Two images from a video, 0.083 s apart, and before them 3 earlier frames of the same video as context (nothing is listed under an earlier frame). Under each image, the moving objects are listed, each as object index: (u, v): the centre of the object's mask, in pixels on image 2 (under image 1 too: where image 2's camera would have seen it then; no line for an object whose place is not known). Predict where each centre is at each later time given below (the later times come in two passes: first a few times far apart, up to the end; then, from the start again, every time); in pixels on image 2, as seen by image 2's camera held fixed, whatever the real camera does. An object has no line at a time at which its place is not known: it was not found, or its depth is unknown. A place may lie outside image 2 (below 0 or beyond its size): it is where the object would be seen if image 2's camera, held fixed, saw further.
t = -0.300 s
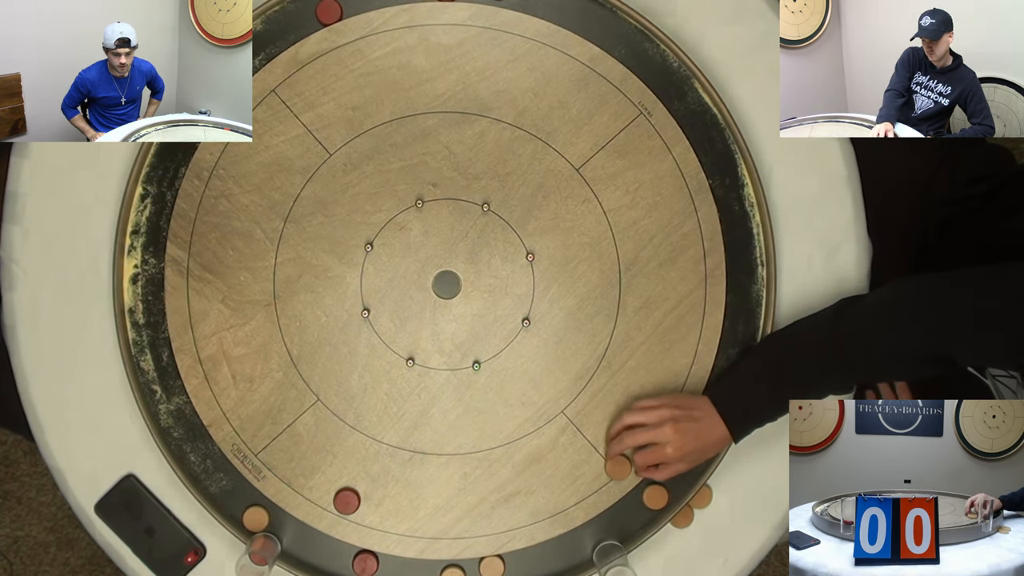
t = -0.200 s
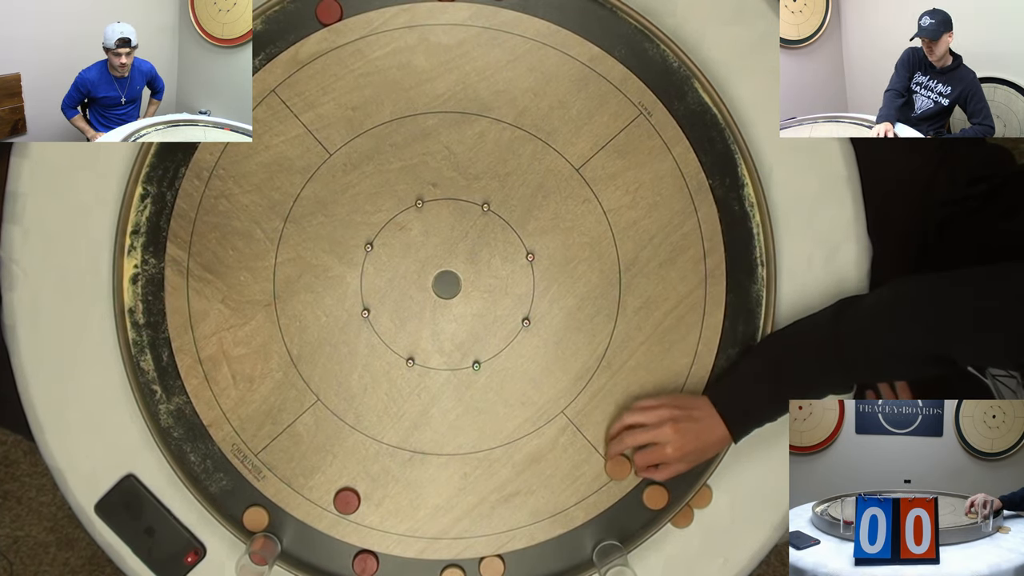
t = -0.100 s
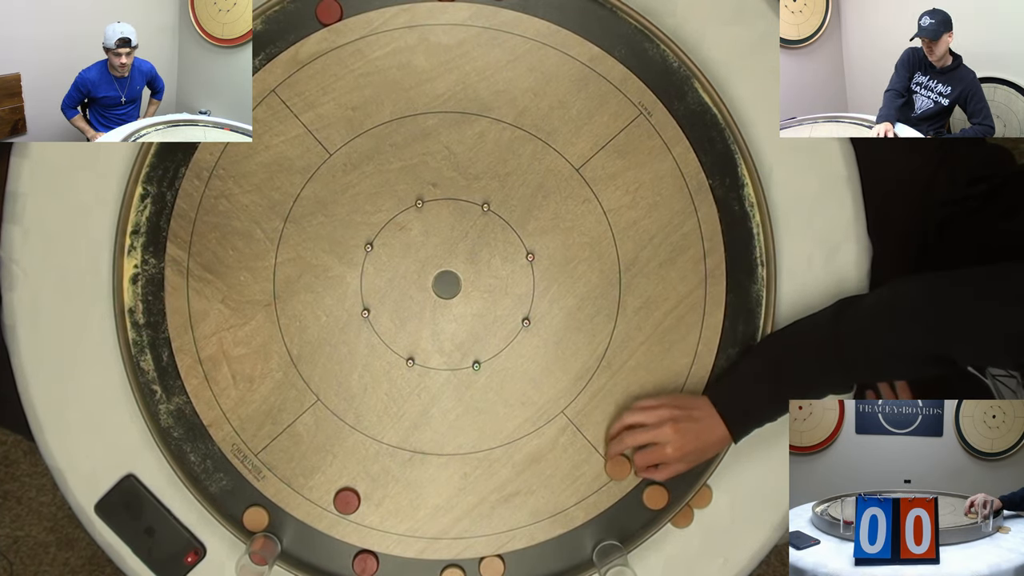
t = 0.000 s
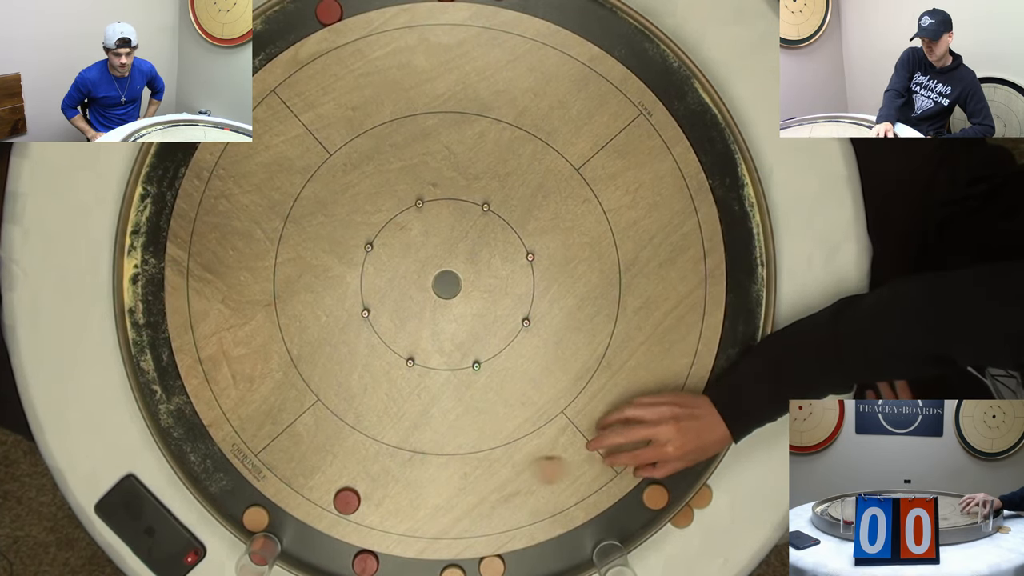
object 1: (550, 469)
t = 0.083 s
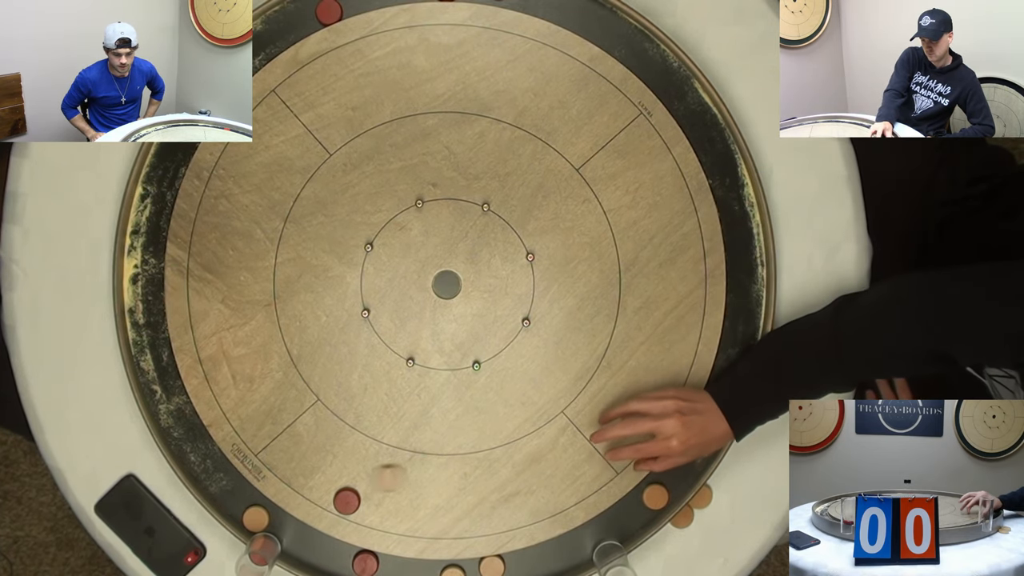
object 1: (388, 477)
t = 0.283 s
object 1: (154, 367)
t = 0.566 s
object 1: (142, 233)
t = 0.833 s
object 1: (156, 174)
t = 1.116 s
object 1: (165, 155)
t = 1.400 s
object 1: (165, 154)
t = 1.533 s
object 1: (165, 154)
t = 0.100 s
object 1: (360, 477)
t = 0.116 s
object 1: (340, 466)
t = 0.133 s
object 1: (320, 456)
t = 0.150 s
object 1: (301, 446)
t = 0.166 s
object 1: (282, 436)
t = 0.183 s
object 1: (262, 426)
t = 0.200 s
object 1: (243, 416)
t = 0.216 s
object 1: (224, 406)
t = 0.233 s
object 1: (206, 396)
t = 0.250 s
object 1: (189, 386)
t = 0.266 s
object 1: (170, 379)
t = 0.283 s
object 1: (154, 367)
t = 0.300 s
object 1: (152, 355)
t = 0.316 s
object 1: (156, 341)
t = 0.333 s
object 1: (152, 332)
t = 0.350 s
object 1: (144, 323)
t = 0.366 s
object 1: (139, 314)
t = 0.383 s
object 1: (143, 307)
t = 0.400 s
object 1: (148, 296)
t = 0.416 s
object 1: (154, 288)
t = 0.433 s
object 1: (152, 282)
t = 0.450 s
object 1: (148, 275)
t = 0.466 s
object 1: (145, 268)
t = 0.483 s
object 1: (141, 261)
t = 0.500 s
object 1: (139, 255)
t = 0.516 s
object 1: (139, 249)
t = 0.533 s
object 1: (140, 243)
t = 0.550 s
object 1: (141, 238)
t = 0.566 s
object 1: (142, 233)
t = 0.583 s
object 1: (143, 227)
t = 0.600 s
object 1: (144, 222)
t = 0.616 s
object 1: (145, 218)
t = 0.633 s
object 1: (146, 214)
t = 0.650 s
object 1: (147, 210)
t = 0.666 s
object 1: (148, 206)
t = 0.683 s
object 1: (149, 202)
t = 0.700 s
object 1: (150, 198)
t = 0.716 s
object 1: (151, 194)
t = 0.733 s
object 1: (152, 191)
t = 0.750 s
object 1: (153, 188)
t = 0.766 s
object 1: (153, 185)
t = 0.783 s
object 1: (155, 182)
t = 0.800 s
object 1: (155, 179)
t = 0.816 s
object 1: (156, 177)
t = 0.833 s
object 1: (156, 174)
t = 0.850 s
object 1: (157, 172)
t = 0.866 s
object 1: (158, 170)
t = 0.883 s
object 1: (158, 168)
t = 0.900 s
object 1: (159, 166)
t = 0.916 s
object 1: (160, 165)
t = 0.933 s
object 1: (160, 163)
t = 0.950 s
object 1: (161, 162)
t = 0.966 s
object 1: (162, 161)
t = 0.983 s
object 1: (162, 159)
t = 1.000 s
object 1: (162, 158)
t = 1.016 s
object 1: (163, 157)
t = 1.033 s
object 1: (163, 156)
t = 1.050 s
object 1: (163, 156)
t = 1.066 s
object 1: (164, 156)
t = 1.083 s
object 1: (164, 155)
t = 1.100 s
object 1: (164, 155)
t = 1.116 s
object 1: (165, 155)
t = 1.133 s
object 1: (165, 155)
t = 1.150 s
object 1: (165, 154)
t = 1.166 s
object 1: (165, 154)
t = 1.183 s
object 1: (165, 154)
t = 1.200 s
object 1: (165, 155)
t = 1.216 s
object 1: (165, 154)
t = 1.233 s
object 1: (165, 154)
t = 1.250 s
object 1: (165, 154)
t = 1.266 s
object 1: (165, 154)
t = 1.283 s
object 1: (165, 154)
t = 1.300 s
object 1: (165, 154)
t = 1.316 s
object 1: (165, 154)
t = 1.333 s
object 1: (165, 154)
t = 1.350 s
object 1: (165, 154)
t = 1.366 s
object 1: (165, 154)
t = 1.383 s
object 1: (165, 154)
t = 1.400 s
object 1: (165, 154)
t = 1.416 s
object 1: (165, 154)
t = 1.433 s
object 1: (165, 154)
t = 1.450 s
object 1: (165, 154)
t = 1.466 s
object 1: (165, 154)
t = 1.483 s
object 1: (165, 154)
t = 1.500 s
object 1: (165, 154)
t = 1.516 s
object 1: (165, 154)
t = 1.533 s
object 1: (165, 154)
